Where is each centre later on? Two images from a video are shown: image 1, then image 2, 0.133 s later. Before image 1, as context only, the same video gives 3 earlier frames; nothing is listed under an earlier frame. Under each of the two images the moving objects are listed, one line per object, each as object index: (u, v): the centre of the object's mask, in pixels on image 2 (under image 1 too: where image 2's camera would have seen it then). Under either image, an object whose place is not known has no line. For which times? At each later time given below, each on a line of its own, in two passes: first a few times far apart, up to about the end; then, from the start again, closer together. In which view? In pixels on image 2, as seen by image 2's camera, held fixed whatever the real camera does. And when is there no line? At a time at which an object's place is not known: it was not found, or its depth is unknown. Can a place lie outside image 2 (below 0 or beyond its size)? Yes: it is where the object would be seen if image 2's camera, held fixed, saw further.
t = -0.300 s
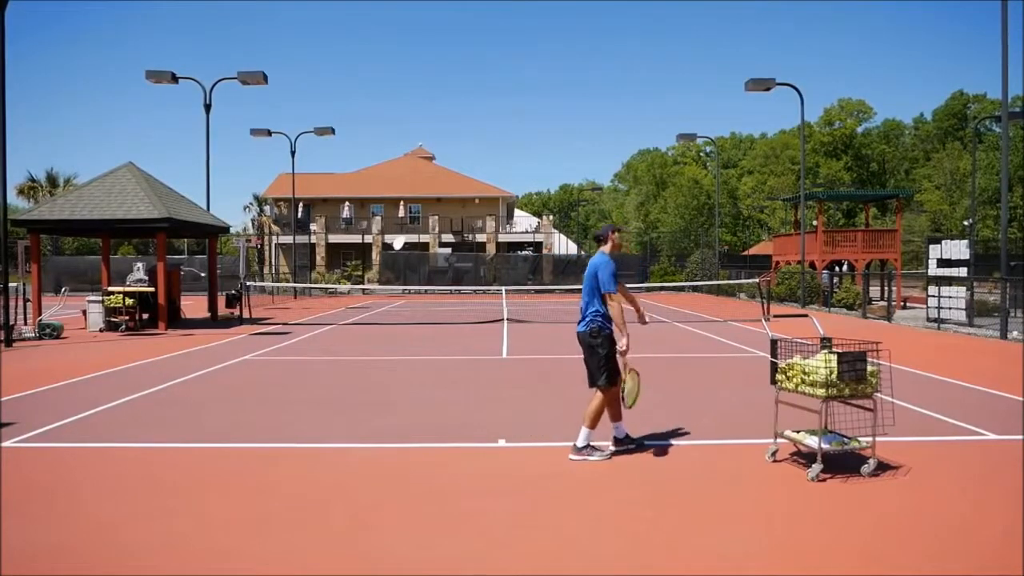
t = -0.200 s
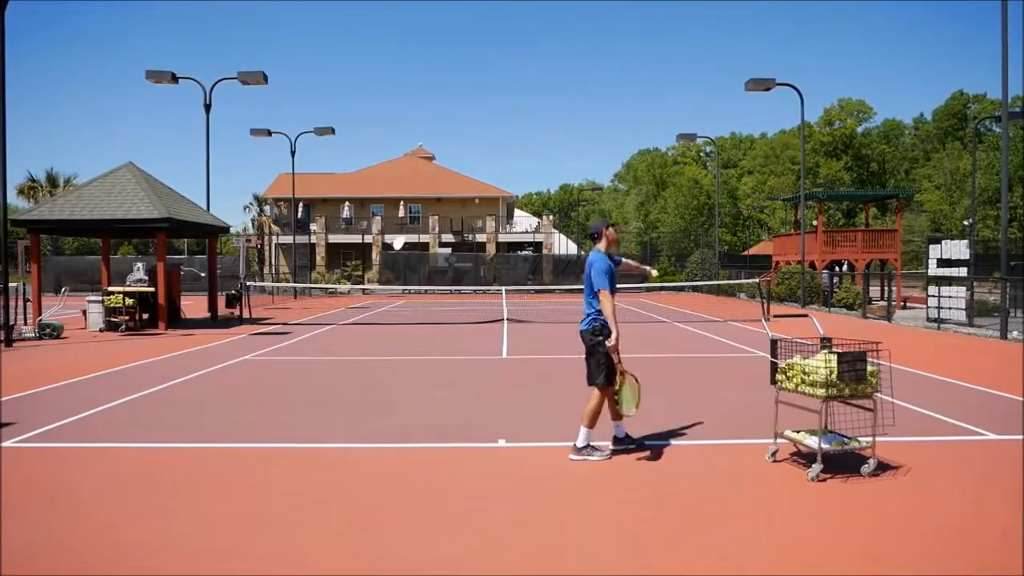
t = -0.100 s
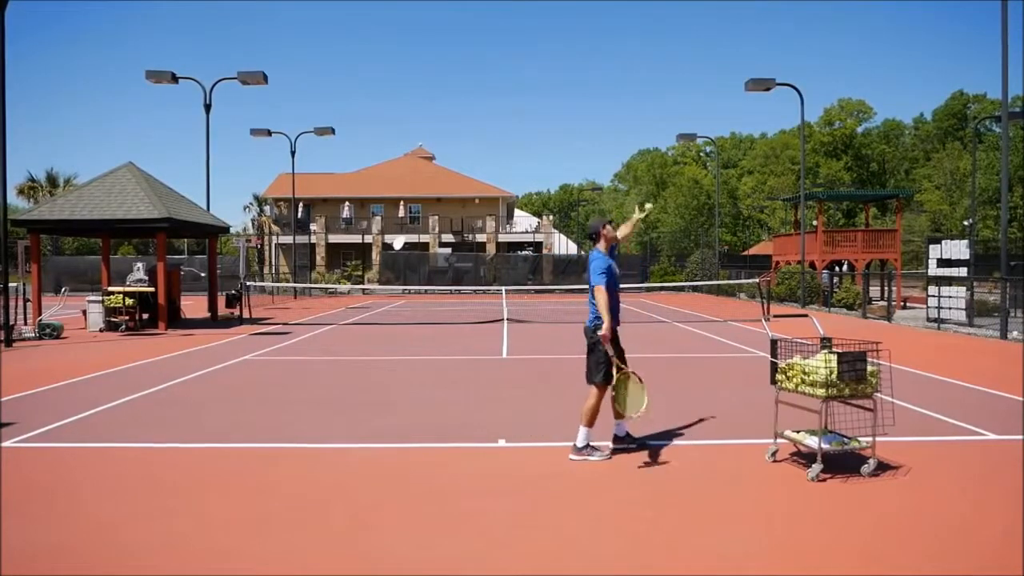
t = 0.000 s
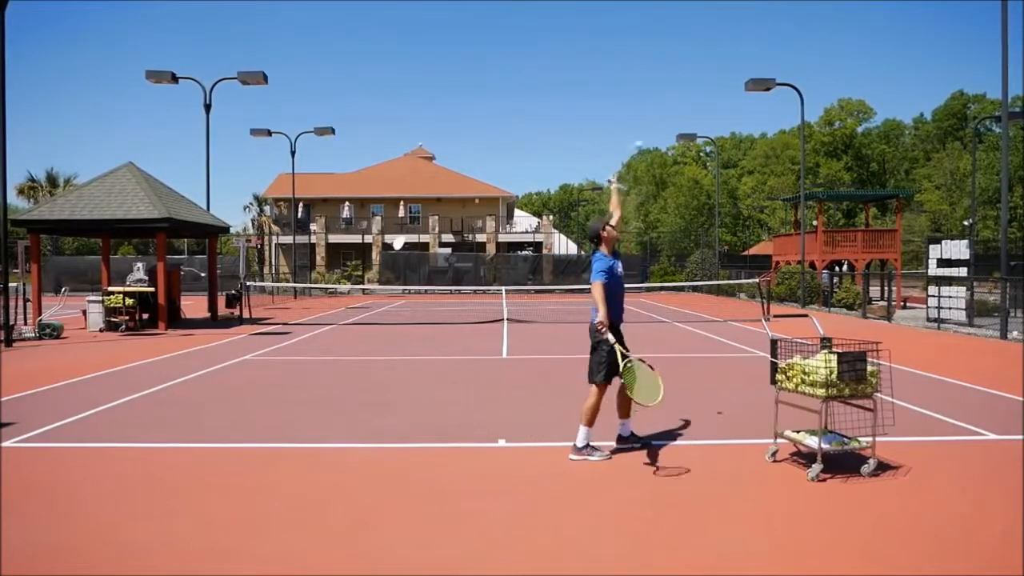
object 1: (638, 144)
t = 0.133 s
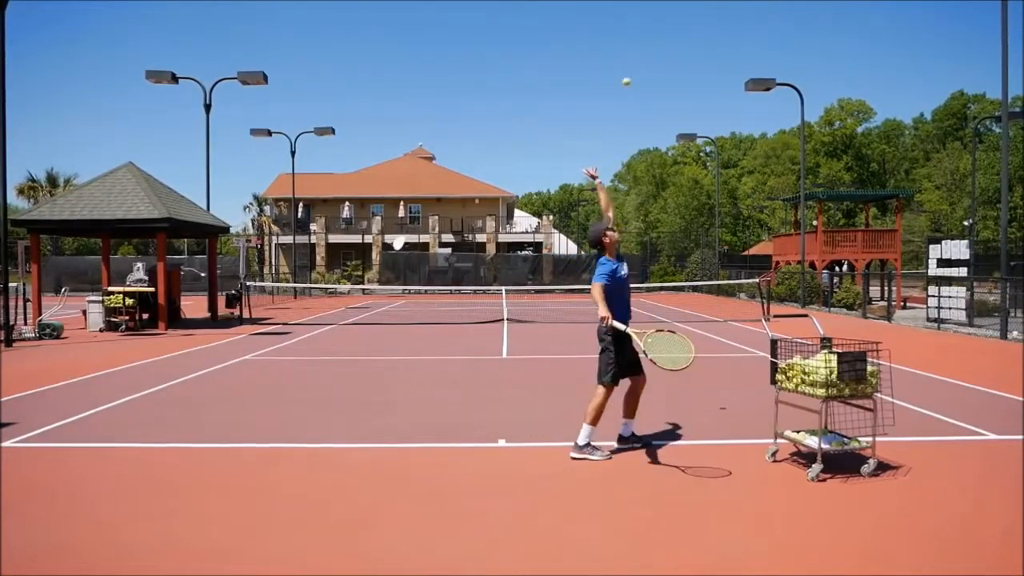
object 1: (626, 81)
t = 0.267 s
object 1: (615, 39)
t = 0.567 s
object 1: (589, 19)
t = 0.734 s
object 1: (576, 52)
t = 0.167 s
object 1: (623, 69)
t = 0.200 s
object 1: (620, 57)
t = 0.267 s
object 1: (615, 39)
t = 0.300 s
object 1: (611, 32)
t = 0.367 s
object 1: (605, 21)
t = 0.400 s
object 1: (602, 18)
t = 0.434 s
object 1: (600, 16)
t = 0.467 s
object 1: (597, 15)
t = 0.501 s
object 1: (594, 15)
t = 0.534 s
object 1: (593, 15)
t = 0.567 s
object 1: (589, 19)
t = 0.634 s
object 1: (584, 29)
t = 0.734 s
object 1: (576, 52)
